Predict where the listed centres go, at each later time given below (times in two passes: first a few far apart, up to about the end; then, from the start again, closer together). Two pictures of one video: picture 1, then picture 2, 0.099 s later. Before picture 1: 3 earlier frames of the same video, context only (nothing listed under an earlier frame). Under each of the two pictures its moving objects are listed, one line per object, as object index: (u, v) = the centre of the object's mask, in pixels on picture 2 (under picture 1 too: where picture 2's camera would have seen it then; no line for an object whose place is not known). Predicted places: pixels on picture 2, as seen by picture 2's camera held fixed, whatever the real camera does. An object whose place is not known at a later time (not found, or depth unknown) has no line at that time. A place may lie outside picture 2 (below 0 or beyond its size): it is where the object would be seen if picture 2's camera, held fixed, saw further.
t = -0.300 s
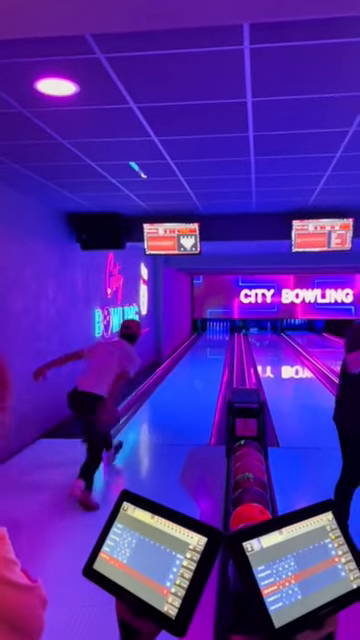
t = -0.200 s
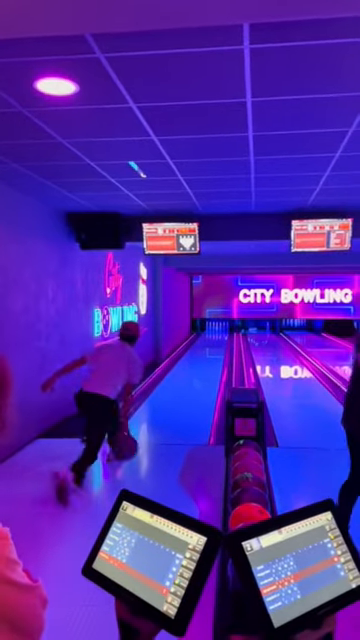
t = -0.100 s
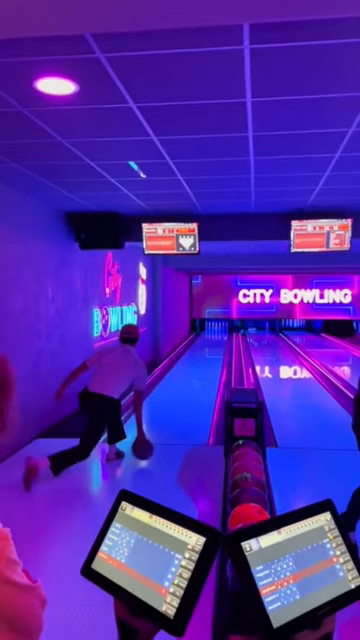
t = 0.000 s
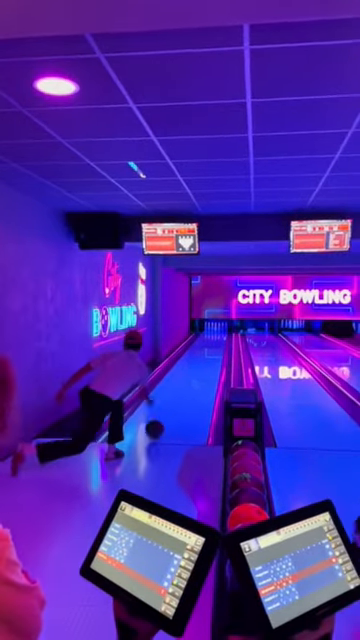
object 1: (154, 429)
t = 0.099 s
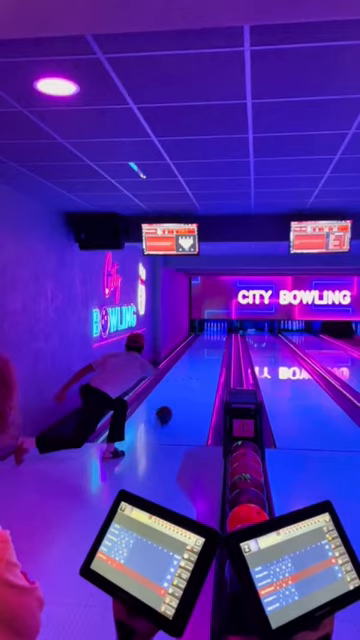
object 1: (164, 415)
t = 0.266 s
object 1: (175, 395)
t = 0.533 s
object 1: (187, 374)
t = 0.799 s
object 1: (195, 362)
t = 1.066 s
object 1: (199, 353)
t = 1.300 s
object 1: (205, 343)
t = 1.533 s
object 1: (205, 342)
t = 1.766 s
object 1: (208, 340)
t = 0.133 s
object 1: (166, 410)
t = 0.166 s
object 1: (169, 406)
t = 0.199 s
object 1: (171, 402)
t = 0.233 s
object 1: (173, 398)
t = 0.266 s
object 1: (175, 395)
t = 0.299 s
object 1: (177, 392)
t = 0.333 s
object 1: (179, 389)
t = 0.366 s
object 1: (180, 389)
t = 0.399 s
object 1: (182, 383)
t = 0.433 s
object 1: (183, 381)
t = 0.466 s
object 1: (185, 379)
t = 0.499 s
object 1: (186, 376)
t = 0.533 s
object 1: (187, 374)
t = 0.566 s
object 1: (188, 372)
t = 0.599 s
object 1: (189, 370)
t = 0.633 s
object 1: (191, 369)
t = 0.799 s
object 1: (195, 362)
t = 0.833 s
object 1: (196, 359)
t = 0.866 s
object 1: (197, 357)
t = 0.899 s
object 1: (197, 357)
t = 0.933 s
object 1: (198, 355)
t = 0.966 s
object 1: (199, 354)
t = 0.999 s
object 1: (199, 354)
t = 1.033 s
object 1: (199, 354)
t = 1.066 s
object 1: (199, 353)
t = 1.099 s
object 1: (199, 354)
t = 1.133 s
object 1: (201, 351)
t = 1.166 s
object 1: (201, 350)
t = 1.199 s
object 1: (201, 350)
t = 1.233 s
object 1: (202, 348)
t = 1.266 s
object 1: (204, 346)
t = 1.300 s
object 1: (205, 343)
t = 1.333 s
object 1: (205, 343)
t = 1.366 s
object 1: (205, 343)
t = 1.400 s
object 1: (205, 343)
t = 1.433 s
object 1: (205, 343)
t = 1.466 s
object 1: (205, 343)
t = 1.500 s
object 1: (205, 342)
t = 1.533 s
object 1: (205, 342)
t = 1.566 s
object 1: (206, 342)
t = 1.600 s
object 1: (206, 340)
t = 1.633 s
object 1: (206, 340)
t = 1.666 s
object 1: (206, 340)
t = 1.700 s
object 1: (208, 339)
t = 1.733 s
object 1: (208, 339)
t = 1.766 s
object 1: (208, 340)
